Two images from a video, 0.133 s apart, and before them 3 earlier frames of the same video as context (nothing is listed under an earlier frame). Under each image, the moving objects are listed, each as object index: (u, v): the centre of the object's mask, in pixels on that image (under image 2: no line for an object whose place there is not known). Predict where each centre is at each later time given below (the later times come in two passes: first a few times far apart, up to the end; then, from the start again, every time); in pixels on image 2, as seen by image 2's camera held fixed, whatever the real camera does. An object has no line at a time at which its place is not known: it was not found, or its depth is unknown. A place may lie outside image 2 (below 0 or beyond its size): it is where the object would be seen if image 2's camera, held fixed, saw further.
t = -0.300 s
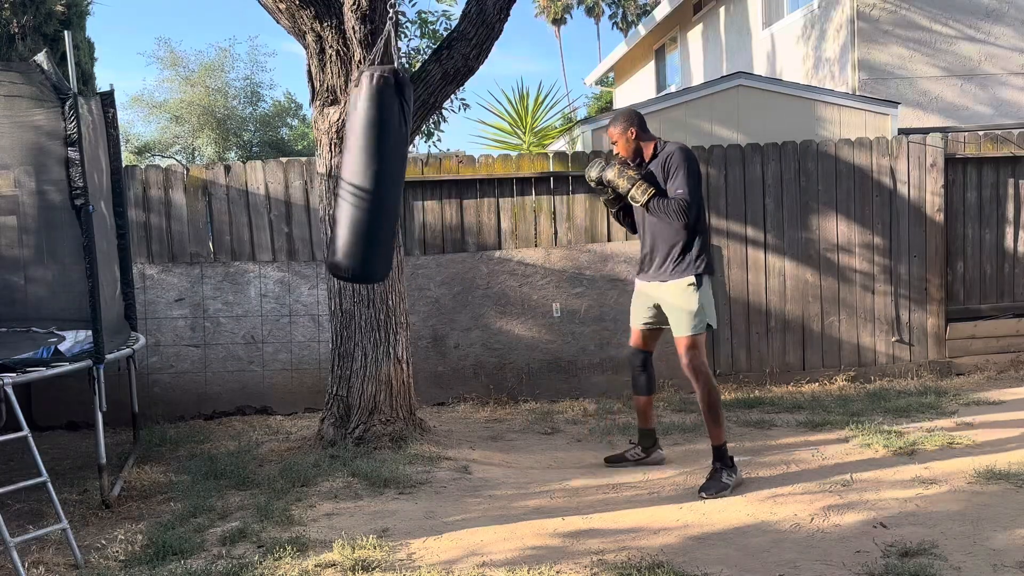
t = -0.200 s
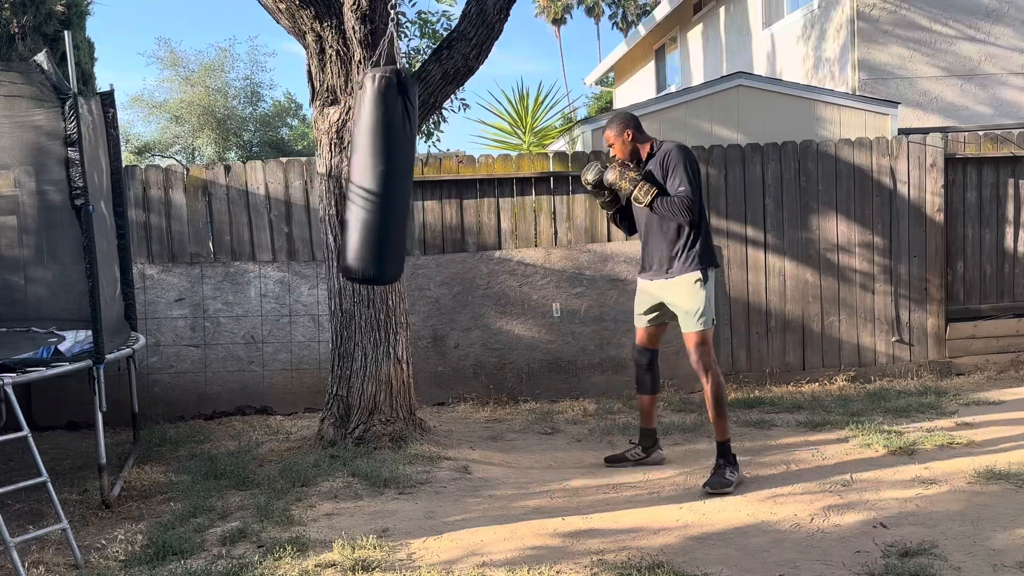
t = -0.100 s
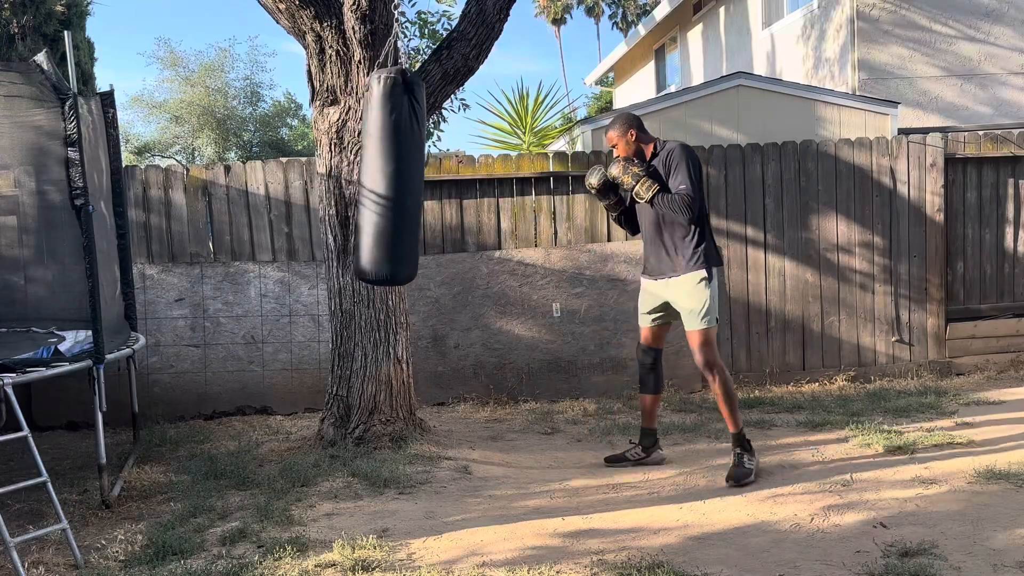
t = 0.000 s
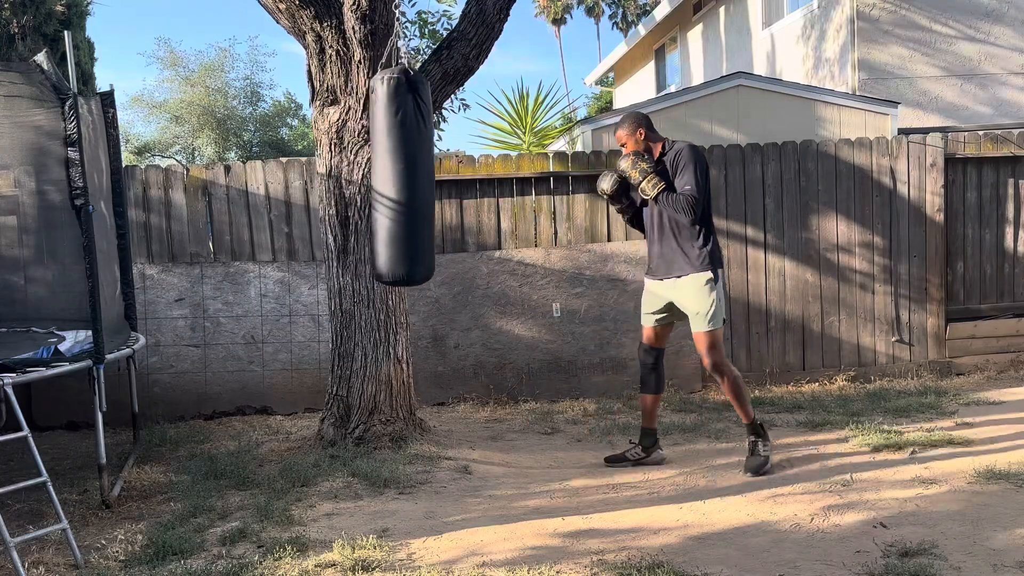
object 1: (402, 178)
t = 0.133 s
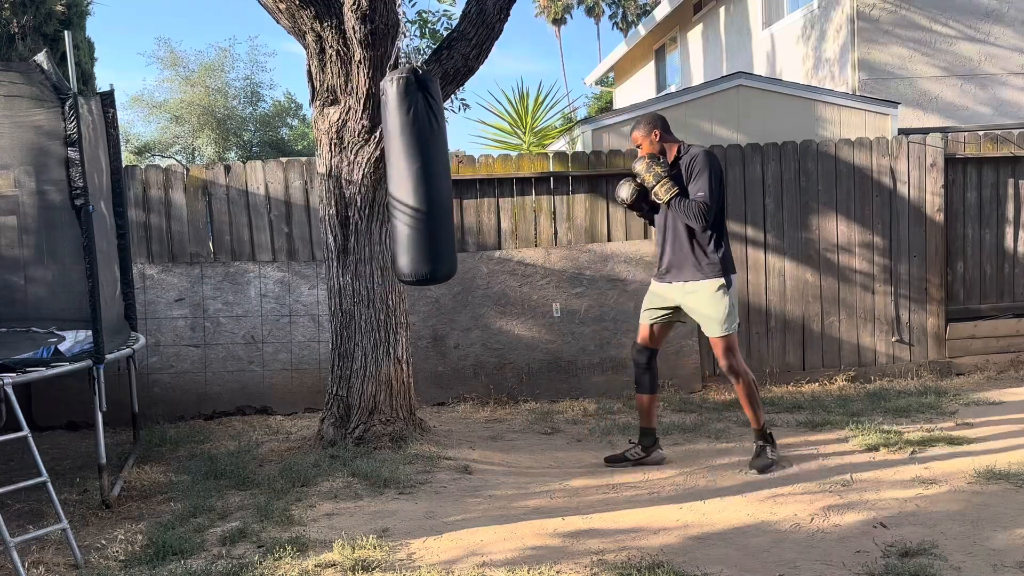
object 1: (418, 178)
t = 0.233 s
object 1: (429, 177)
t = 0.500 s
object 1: (449, 172)
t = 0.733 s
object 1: (449, 173)
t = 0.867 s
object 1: (443, 174)
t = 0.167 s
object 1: (422, 178)
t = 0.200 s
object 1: (426, 177)
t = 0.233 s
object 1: (429, 177)
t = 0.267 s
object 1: (432, 177)
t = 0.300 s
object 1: (436, 175)
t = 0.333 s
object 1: (438, 175)
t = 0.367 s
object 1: (441, 175)
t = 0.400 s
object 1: (443, 174)
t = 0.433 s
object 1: (446, 174)
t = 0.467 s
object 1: (447, 173)
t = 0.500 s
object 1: (449, 172)
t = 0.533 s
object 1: (450, 172)
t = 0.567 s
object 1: (451, 172)
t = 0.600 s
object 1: (451, 172)
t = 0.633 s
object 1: (451, 172)
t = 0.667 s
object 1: (451, 172)
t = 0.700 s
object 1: (450, 173)
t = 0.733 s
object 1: (449, 173)
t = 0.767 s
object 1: (448, 173)
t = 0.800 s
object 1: (447, 173)
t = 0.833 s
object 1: (445, 173)
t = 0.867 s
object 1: (443, 174)
